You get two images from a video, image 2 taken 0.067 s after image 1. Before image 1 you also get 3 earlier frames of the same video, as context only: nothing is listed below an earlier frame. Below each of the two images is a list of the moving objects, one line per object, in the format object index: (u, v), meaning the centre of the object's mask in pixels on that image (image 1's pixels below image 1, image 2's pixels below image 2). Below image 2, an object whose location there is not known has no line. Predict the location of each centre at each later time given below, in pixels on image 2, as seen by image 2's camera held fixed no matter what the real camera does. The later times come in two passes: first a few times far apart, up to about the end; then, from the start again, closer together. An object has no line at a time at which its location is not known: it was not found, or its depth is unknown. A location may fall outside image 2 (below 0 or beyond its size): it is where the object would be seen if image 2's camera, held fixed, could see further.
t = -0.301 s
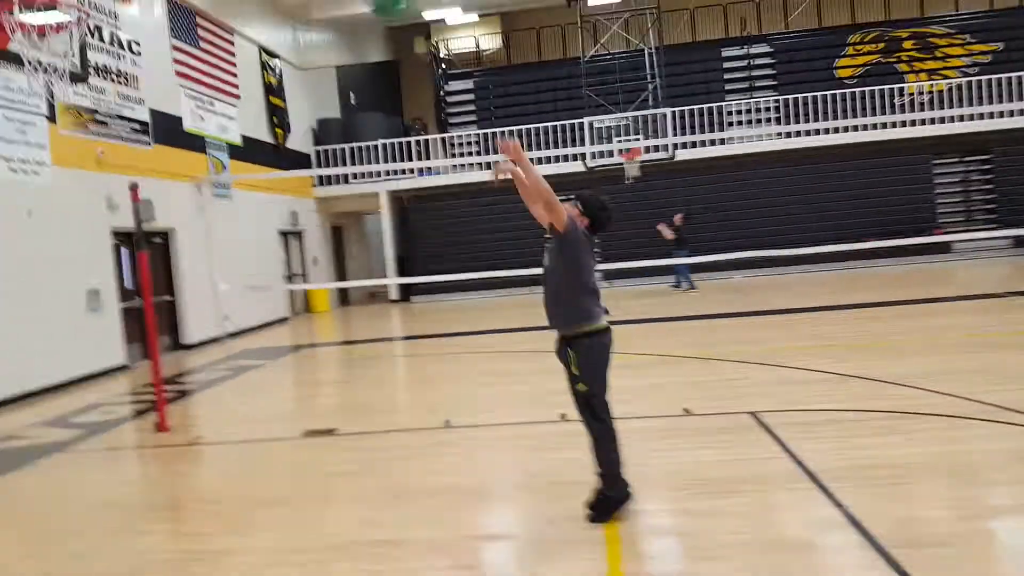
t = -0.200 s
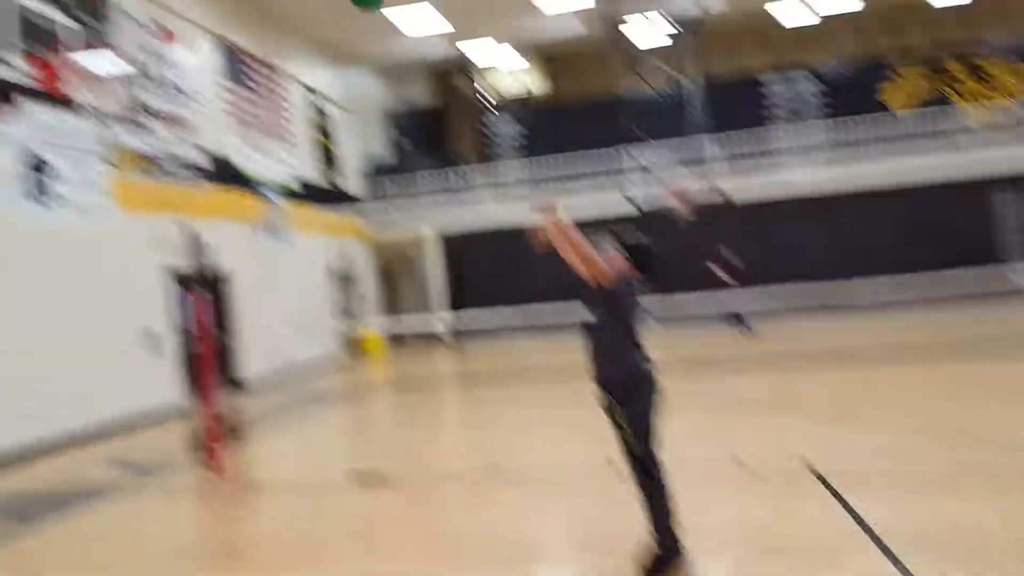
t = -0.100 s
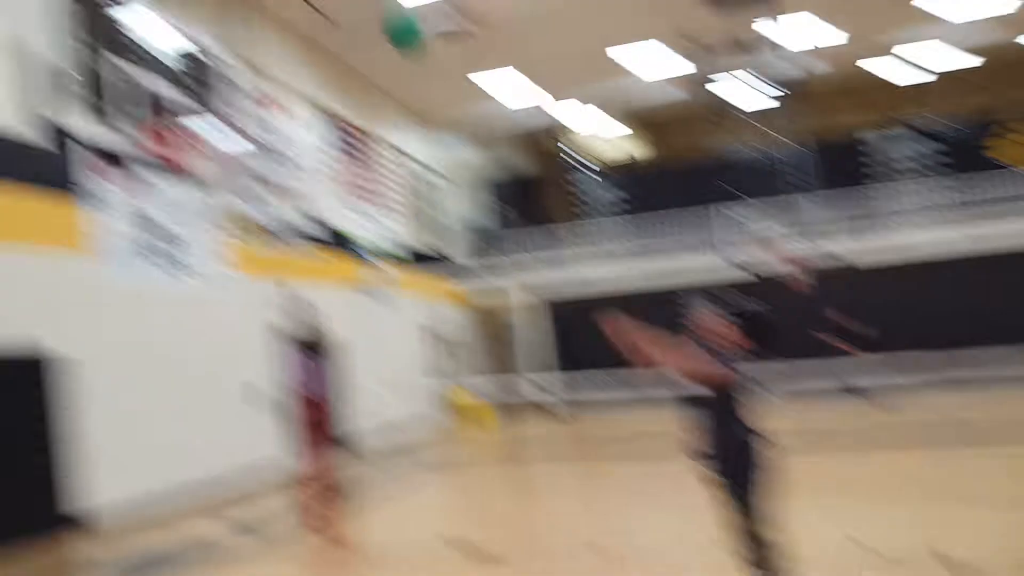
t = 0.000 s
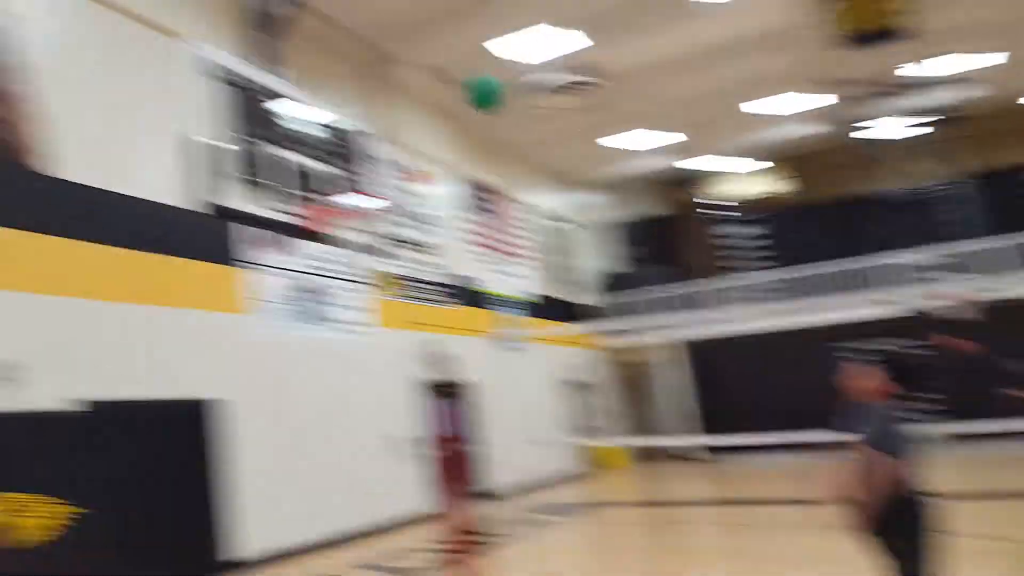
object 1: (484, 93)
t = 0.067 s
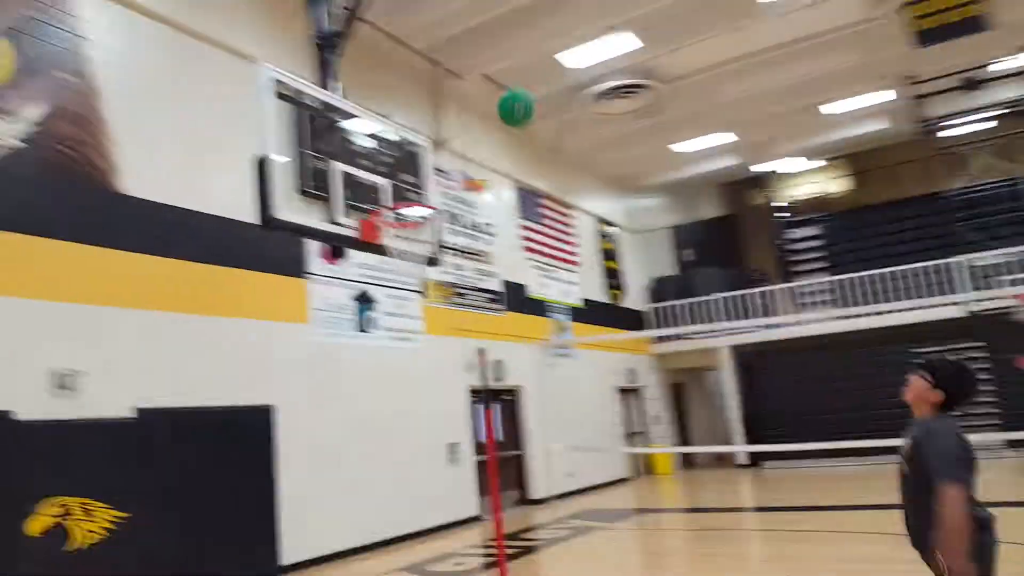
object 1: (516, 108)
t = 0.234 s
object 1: (457, 149)
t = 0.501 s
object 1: (394, 213)
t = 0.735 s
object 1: (402, 229)
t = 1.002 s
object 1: (381, 286)
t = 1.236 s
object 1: (375, 378)
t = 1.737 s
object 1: (377, 524)
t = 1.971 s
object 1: (385, 442)
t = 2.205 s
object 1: (393, 434)
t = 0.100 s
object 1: (508, 113)
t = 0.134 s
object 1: (494, 120)
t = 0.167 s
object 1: (478, 129)
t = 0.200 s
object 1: (468, 139)
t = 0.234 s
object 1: (457, 149)
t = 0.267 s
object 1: (447, 162)
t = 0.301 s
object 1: (436, 175)
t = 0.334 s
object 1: (424, 192)
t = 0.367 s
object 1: (418, 195)
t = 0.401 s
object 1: (411, 197)
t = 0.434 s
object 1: (405, 201)
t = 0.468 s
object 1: (399, 206)
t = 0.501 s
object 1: (394, 213)
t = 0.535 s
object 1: (390, 219)
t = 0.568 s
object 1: (393, 217)
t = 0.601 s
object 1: (399, 217)
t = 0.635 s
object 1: (403, 217)
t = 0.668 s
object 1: (405, 219)
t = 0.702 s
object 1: (405, 226)
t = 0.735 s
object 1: (402, 229)
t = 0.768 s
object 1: (398, 234)
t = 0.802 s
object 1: (393, 248)
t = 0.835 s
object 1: (390, 257)
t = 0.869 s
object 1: (388, 264)
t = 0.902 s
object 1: (385, 268)
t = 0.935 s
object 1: (384, 271)
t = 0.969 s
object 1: (383, 279)
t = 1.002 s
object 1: (381, 286)
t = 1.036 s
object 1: (380, 294)
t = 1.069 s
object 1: (379, 304)
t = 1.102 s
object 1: (377, 316)
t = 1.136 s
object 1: (377, 329)
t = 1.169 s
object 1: (378, 346)
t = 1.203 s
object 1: (375, 360)
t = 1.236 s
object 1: (375, 378)
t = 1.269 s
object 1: (374, 397)
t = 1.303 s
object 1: (375, 417)
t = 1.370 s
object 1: (374, 462)
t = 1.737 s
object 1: (377, 524)
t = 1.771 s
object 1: (378, 506)
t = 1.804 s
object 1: (379, 491)
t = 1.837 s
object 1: (379, 478)
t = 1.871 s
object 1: (380, 467)
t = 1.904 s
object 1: (381, 457)
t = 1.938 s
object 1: (382, 448)
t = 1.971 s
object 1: (385, 442)
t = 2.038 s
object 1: (386, 432)
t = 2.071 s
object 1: (387, 430)
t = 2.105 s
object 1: (389, 428)
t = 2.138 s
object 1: (390, 429)
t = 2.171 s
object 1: (391, 431)
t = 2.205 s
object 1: (393, 434)
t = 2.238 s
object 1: (394, 438)
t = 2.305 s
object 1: (396, 452)
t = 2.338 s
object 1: (398, 461)
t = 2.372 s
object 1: (399, 472)
